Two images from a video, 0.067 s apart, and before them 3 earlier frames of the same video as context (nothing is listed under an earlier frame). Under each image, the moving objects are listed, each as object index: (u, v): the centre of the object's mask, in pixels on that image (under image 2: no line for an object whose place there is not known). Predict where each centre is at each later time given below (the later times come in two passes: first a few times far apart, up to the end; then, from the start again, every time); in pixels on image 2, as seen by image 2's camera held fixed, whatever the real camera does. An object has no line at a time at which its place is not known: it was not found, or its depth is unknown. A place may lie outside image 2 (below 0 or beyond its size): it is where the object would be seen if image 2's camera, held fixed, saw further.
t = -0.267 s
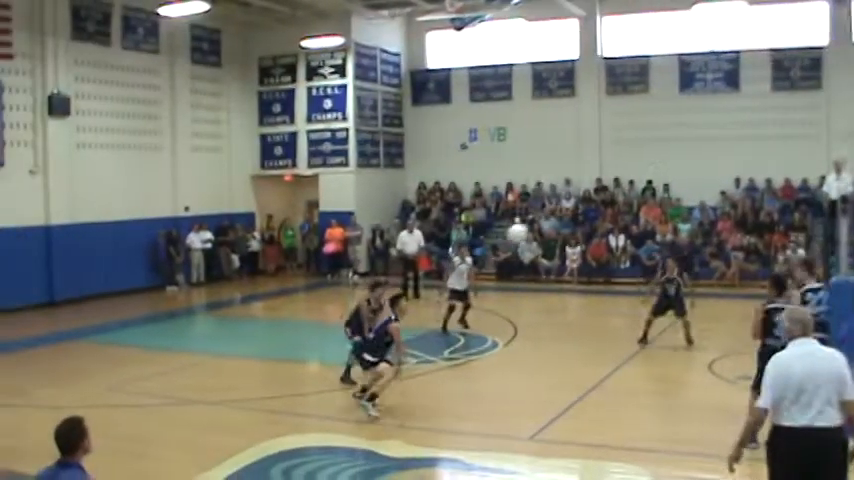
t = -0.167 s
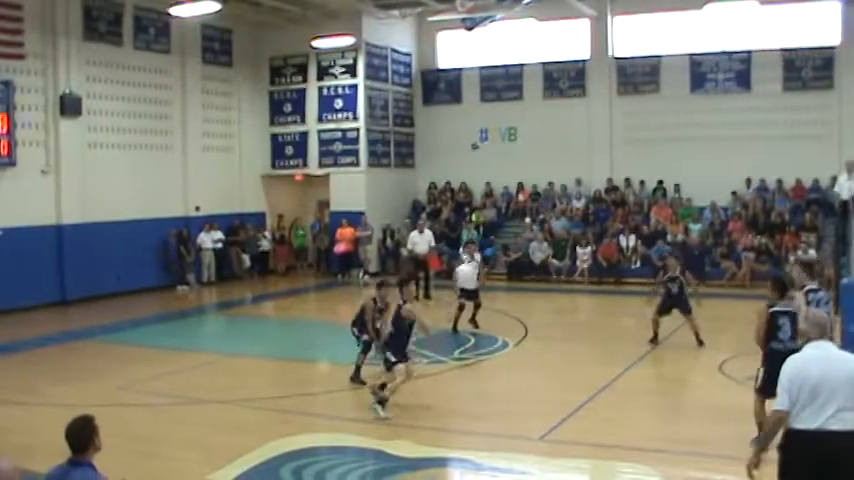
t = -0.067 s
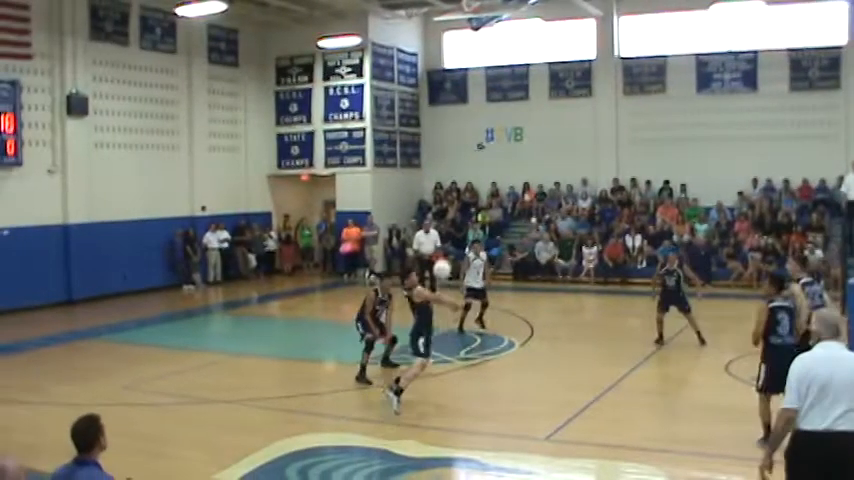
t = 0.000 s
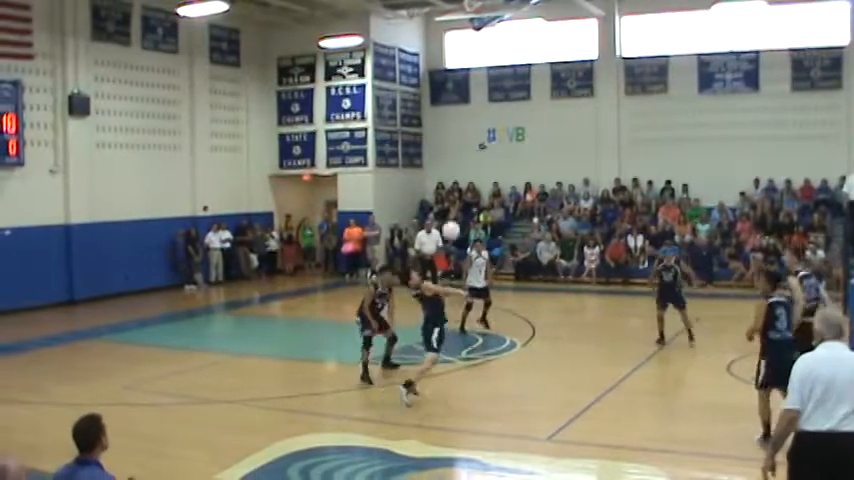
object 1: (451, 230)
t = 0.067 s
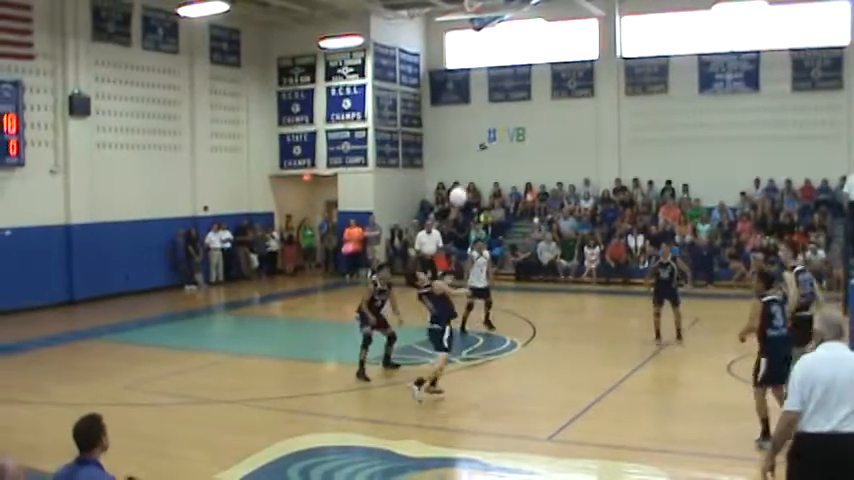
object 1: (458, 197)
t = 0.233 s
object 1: (473, 129)
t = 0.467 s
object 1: (494, 82)
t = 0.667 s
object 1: (511, 76)
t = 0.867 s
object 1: (527, 98)
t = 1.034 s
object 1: (540, 137)
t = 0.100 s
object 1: (461, 181)
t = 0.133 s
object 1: (464, 164)
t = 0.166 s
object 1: (468, 151)
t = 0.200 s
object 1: (471, 139)
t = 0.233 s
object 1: (473, 129)
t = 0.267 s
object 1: (476, 119)
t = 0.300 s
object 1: (480, 110)
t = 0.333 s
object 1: (482, 102)
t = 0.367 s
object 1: (485, 96)
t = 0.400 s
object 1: (488, 90)
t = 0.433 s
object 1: (490, 86)
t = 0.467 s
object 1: (494, 82)
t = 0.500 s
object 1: (496, 79)
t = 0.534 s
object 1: (499, 76)
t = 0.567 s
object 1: (502, 75)
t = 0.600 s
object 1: (505, 75)
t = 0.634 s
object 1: (508, 75)
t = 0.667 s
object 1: (511, 76)
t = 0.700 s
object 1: (514, 78)
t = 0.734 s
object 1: (516, 81)
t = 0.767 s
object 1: (520, 84)
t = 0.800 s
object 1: (522, 88)
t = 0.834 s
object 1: (524, 93)
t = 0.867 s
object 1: (527, 98)
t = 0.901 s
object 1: (530, 104)
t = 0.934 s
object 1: (533, 111)
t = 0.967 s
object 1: (535, 119)
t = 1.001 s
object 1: (537, 127)
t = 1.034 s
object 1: (540, 137)
